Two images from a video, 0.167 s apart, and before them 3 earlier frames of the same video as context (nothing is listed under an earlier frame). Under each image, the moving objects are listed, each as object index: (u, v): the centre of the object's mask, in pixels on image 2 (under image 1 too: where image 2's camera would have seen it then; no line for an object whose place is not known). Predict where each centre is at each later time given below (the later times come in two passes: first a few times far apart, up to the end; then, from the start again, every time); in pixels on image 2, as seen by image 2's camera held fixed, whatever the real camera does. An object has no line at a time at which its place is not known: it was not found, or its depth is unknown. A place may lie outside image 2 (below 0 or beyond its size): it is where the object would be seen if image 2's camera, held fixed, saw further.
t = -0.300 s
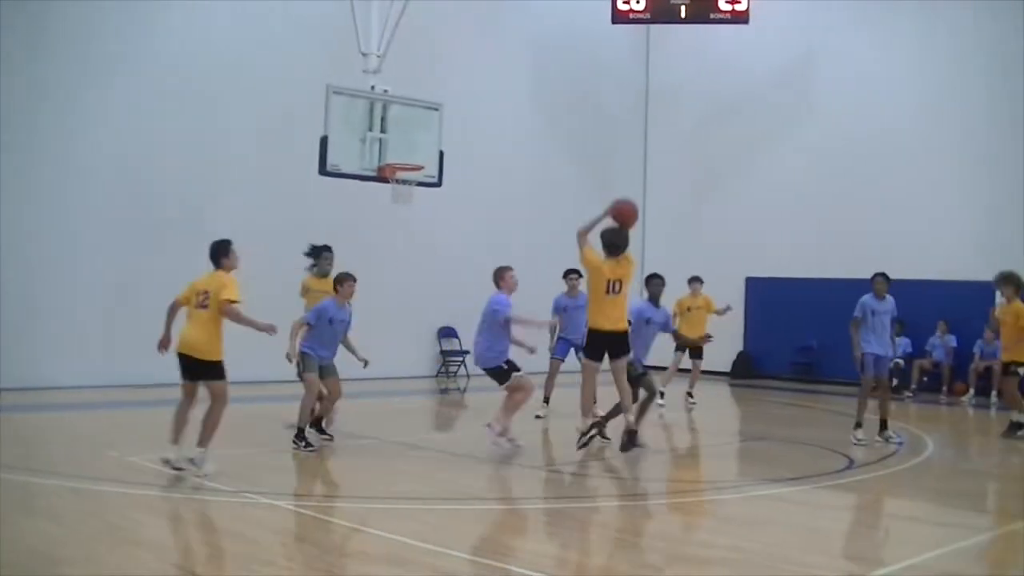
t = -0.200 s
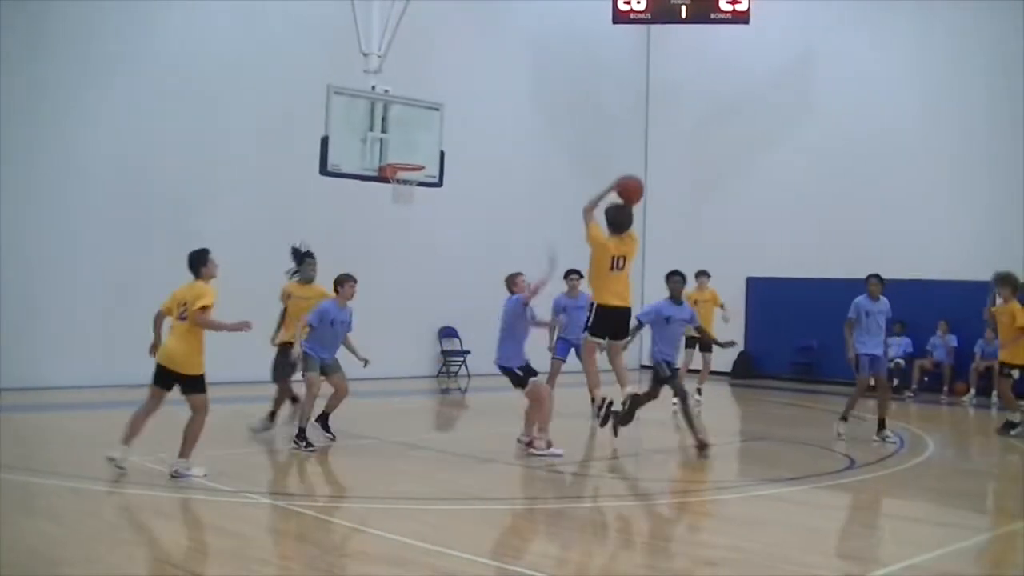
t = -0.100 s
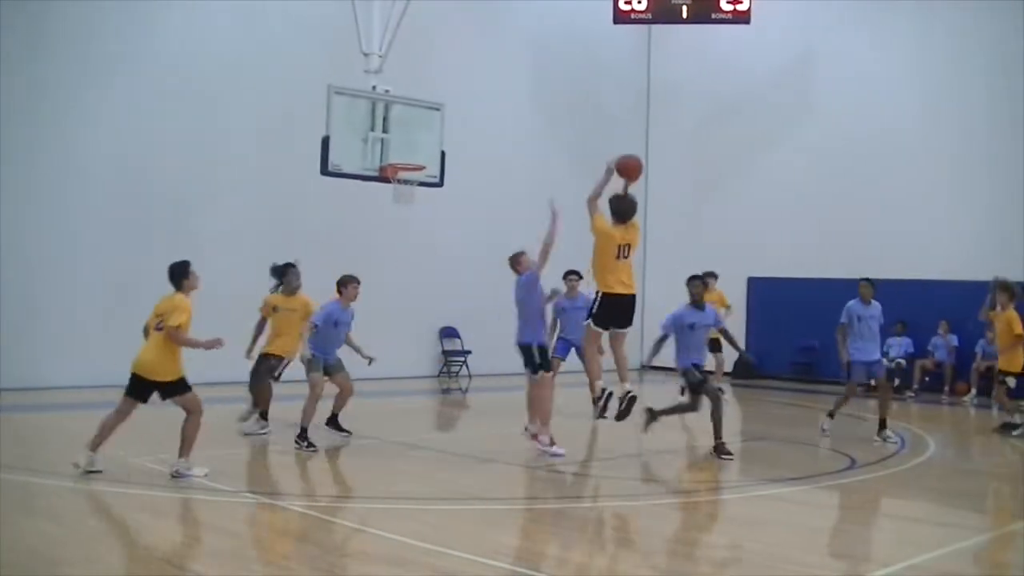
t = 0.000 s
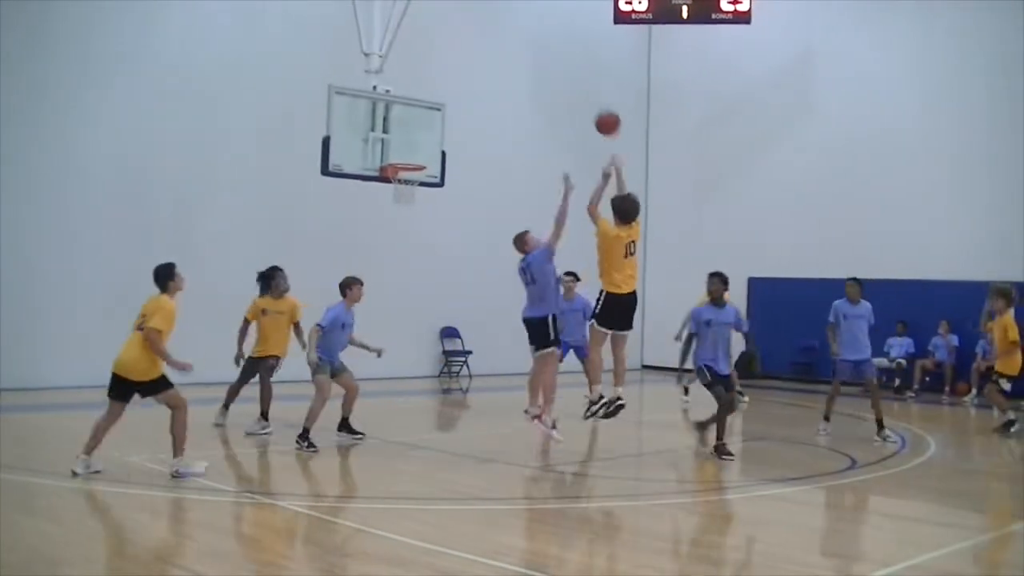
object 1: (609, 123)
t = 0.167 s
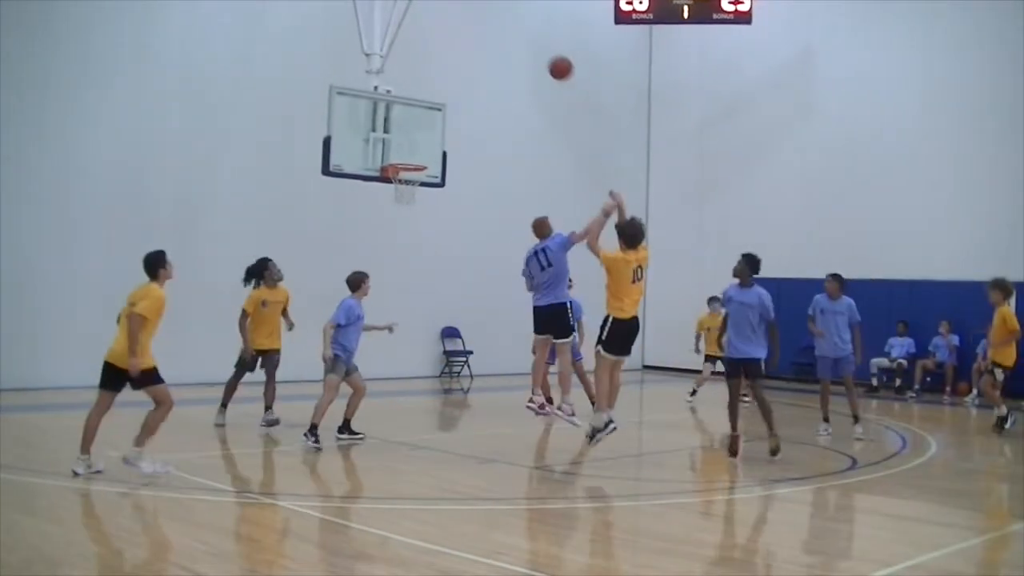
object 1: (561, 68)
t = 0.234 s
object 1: (544, 55)
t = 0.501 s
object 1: (482, 49)
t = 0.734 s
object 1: (434, 91)
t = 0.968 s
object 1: (399, 154)
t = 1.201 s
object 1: (417, 149)
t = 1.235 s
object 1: (419, 151)
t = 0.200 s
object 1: (552, 61)
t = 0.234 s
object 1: (544, 55)
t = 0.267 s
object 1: (535, 51)
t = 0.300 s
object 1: (527, 47)
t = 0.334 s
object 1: (521, 45)
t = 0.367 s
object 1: (512, 44)
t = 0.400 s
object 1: (504, 44)
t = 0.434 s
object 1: (496, 45)
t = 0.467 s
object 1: (489, 47)
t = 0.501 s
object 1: (482, 49)
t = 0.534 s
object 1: (474, 53)
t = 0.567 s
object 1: (467, 57)
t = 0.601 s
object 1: (461, 62)
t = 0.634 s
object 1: (454, 68)
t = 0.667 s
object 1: (448, 75)
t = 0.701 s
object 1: (441, 82)
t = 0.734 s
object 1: (434, 91)
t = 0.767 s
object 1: (428, 100)
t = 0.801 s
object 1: (422, 110)
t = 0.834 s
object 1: (416, 120)
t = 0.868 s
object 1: (410, 131)
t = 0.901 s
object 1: (404, 142)
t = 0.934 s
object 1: (398, 154)
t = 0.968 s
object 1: (399, 154)
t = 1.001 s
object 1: (401, 152)
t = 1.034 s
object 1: (404, 149)
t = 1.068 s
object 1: (407, 147)
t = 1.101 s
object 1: (409, 146)
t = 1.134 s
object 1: (412, 146)
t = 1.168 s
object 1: (415, 147)
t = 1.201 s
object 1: (417, 149)
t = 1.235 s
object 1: (419, 151)
